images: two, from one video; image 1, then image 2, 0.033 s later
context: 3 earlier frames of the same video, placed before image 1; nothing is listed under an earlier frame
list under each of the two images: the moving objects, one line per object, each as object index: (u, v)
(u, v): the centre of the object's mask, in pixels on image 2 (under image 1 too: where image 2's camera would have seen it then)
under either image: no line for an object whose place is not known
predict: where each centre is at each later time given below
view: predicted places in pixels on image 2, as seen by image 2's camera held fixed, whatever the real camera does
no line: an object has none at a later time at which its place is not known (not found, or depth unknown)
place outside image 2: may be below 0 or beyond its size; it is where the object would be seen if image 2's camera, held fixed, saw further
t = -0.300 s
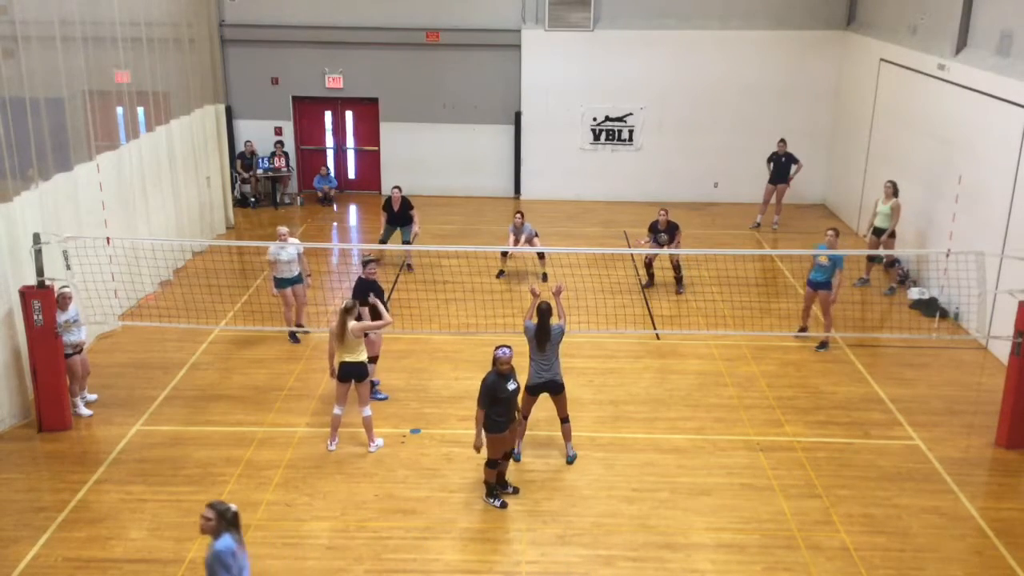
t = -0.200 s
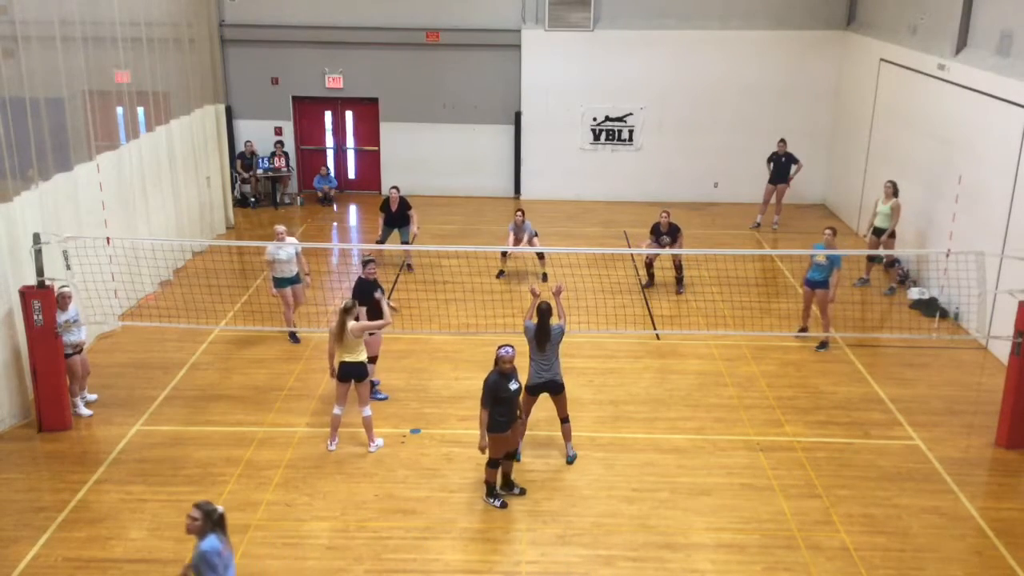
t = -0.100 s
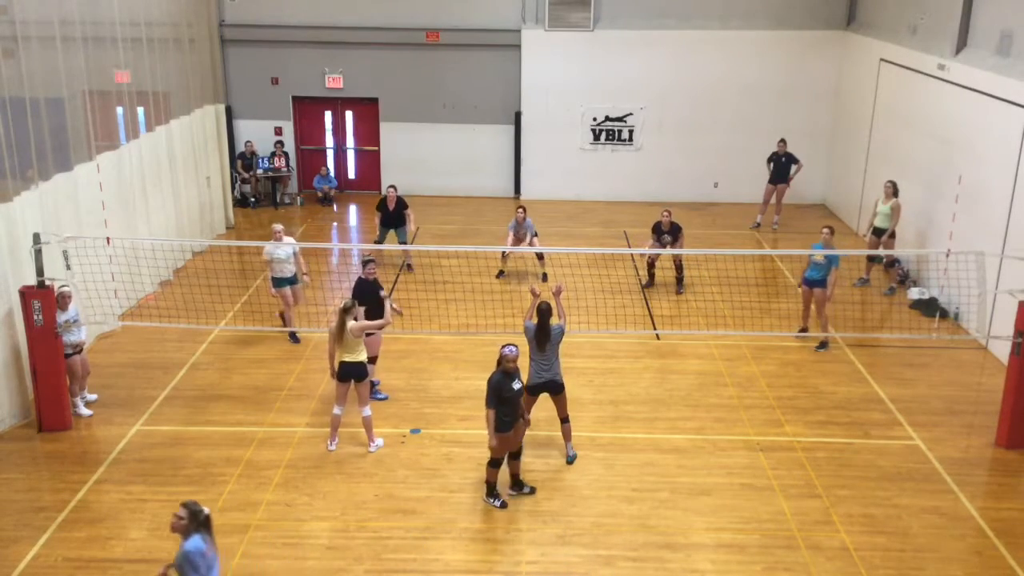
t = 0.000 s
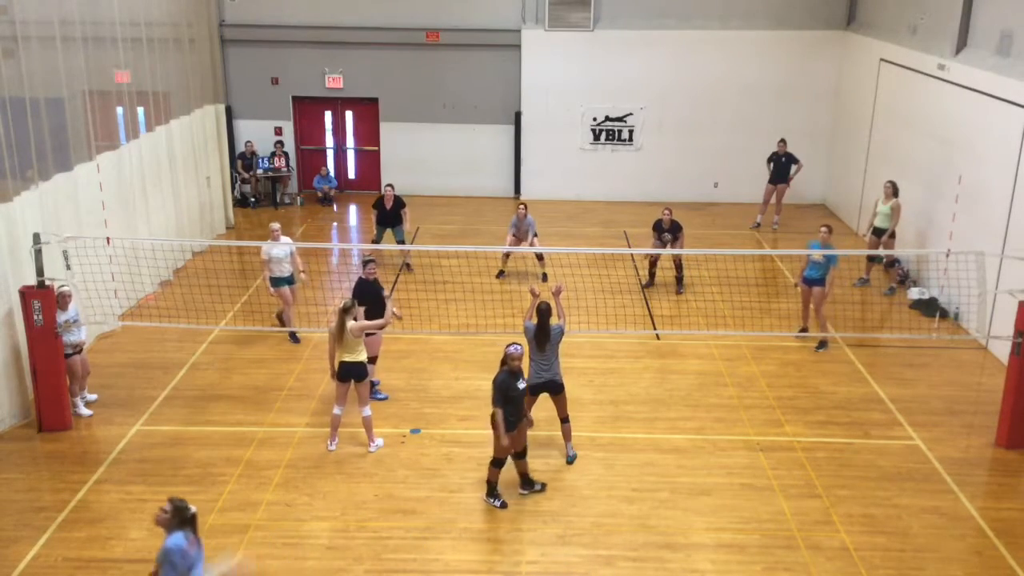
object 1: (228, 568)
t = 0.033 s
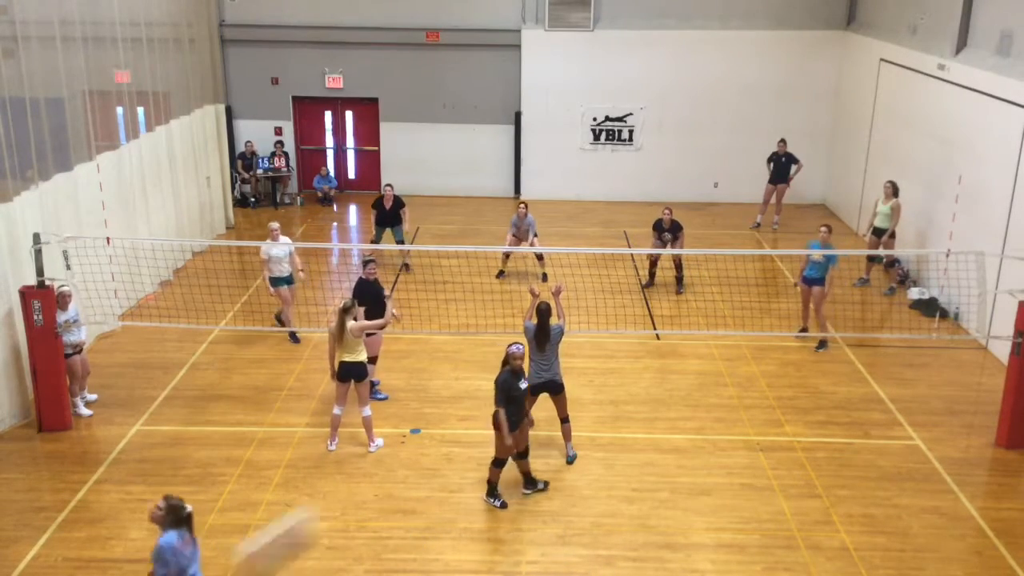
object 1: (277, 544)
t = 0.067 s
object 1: (341, 503)
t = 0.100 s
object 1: (397, 469)
